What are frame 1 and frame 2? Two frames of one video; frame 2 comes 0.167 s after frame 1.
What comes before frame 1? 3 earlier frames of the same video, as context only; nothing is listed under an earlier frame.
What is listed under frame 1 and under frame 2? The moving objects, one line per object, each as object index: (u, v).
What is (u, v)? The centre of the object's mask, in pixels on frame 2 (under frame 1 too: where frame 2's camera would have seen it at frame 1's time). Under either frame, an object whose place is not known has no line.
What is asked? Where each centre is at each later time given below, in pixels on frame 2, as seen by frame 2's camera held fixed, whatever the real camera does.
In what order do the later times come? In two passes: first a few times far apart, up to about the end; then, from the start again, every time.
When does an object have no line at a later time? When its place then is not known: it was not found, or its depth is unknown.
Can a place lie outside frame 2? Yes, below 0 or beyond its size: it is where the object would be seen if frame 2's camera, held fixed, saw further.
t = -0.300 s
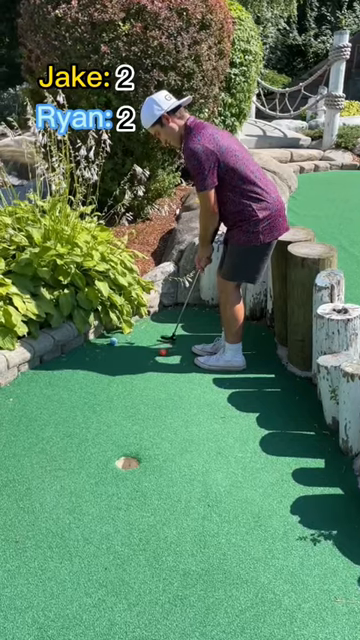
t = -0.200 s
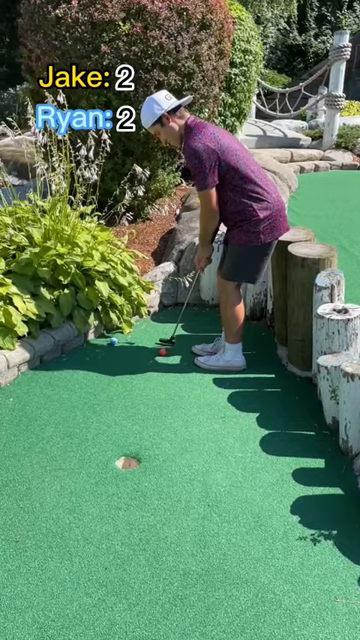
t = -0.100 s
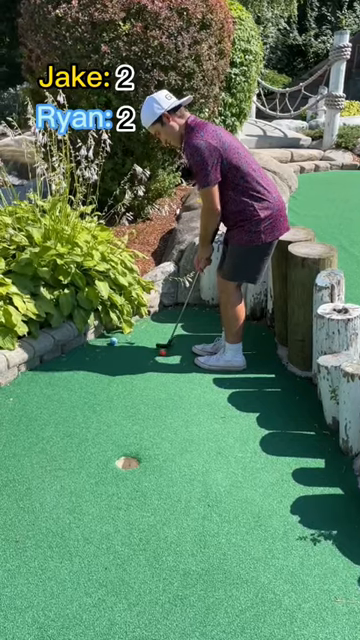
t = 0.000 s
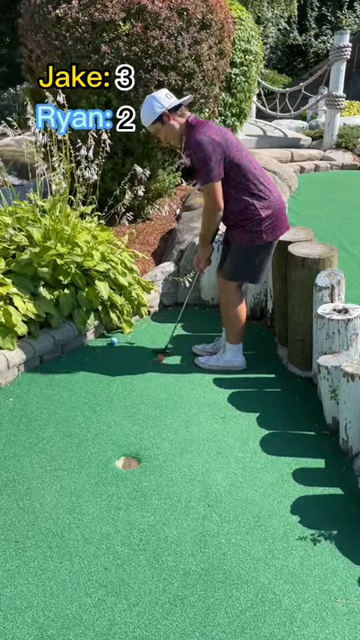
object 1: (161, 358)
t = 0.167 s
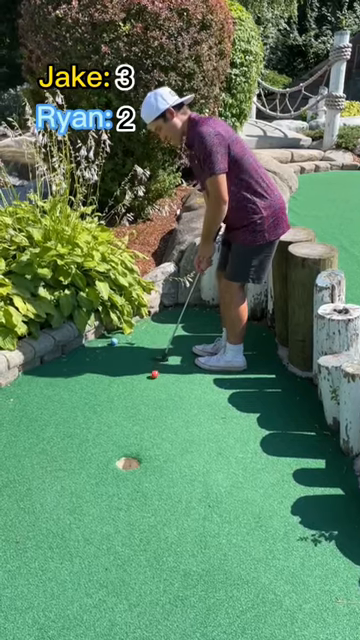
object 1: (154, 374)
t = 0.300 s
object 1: (150, 385)
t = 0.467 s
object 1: (145, 401)
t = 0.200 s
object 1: (153, 377)
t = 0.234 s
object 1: (152, 380)
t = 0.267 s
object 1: (151, 382)
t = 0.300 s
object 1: (150, 385)
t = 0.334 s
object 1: (149, 388)
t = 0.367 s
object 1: (148, 391)
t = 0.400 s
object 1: (147, 395)
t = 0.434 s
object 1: (145, 399)
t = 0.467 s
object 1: (145, 401)
